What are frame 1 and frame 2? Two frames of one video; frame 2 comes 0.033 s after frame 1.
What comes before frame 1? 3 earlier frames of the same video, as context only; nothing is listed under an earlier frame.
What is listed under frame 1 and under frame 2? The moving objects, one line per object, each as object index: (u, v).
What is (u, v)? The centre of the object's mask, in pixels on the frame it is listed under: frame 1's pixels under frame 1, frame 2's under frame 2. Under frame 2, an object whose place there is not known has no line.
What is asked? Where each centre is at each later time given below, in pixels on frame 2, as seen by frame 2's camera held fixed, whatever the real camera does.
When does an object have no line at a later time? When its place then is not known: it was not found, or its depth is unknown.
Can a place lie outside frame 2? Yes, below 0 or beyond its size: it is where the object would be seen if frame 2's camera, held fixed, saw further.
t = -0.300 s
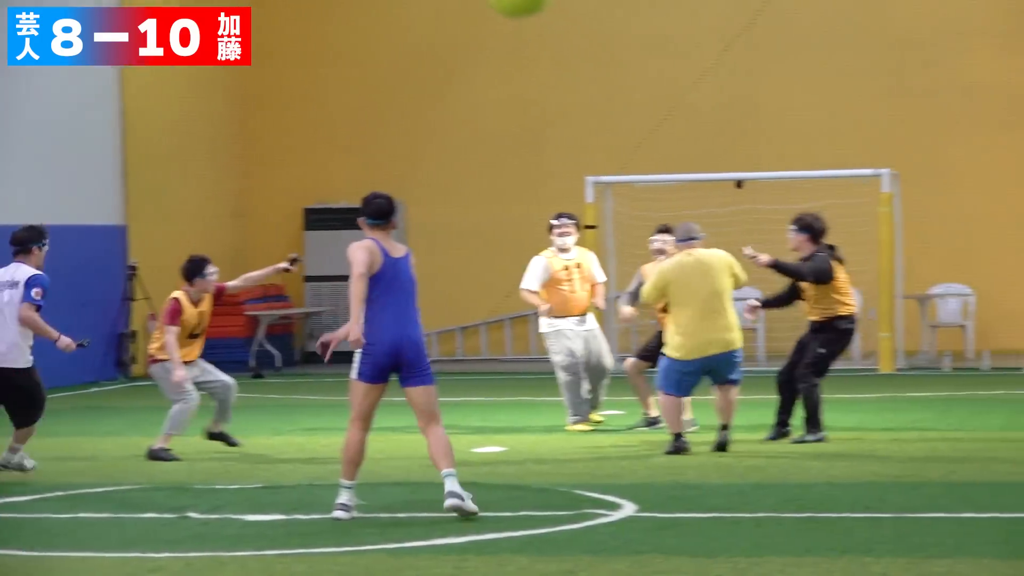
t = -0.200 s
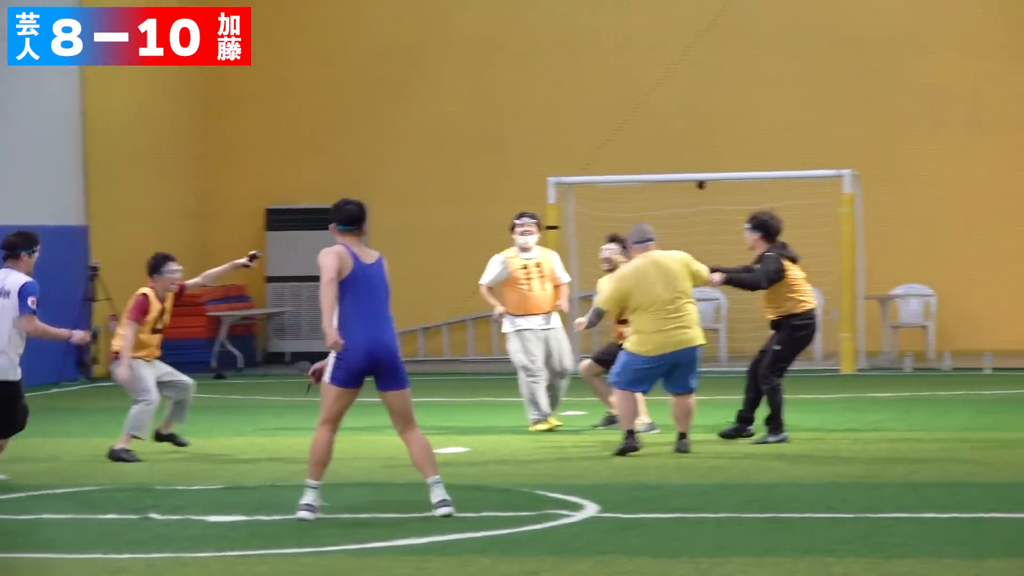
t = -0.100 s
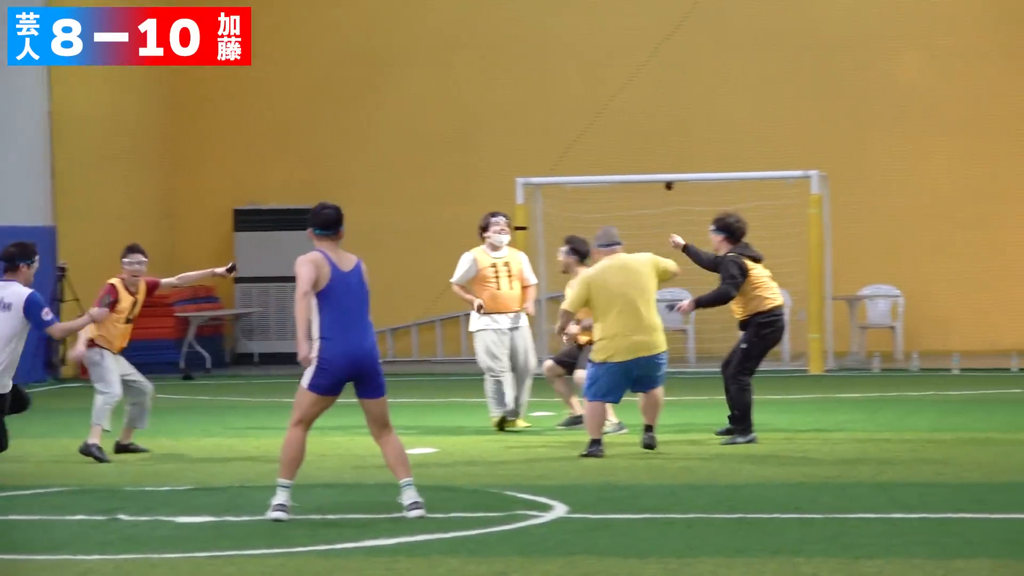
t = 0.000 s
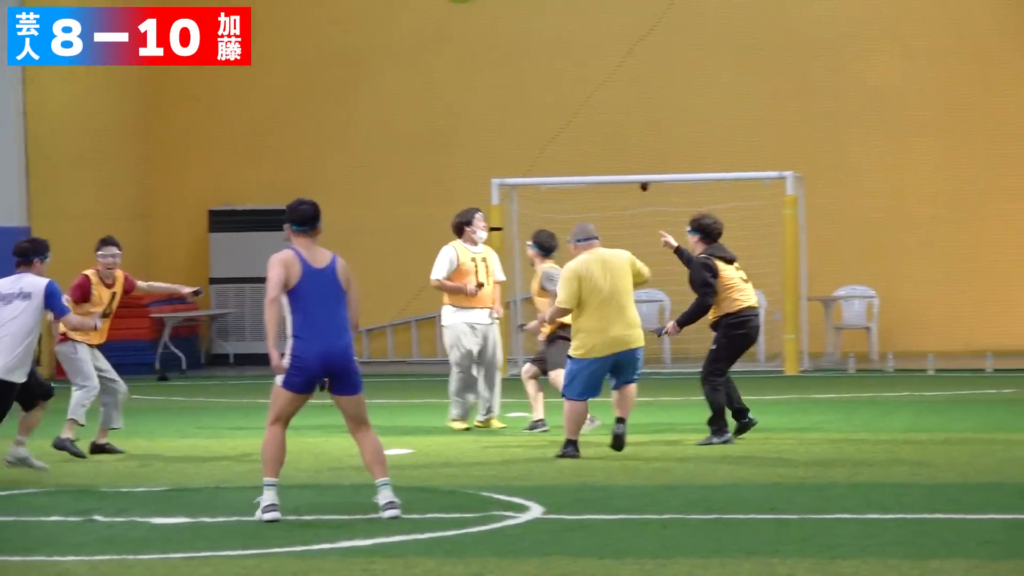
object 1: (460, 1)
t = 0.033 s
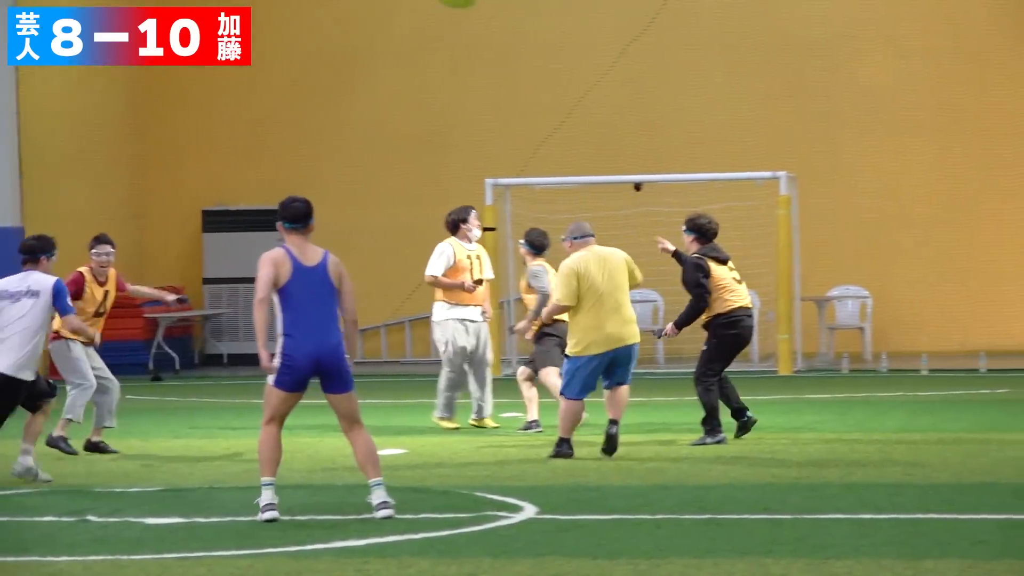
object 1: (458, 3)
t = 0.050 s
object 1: (460, 5)
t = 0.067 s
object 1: (463, 6)
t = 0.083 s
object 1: (465, 7)
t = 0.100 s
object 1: (467, 9)
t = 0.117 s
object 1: (469, 10)
